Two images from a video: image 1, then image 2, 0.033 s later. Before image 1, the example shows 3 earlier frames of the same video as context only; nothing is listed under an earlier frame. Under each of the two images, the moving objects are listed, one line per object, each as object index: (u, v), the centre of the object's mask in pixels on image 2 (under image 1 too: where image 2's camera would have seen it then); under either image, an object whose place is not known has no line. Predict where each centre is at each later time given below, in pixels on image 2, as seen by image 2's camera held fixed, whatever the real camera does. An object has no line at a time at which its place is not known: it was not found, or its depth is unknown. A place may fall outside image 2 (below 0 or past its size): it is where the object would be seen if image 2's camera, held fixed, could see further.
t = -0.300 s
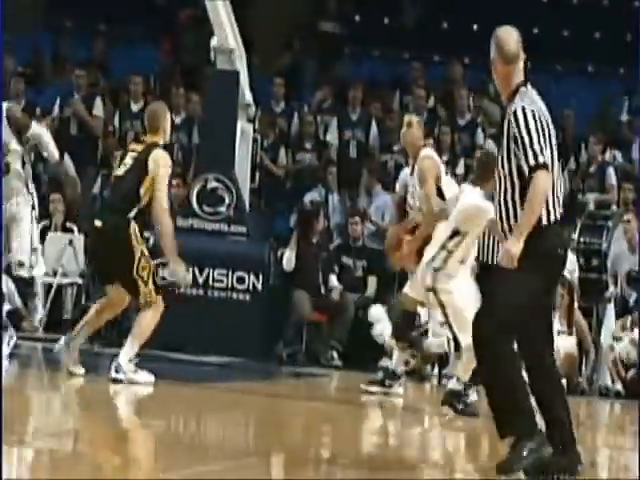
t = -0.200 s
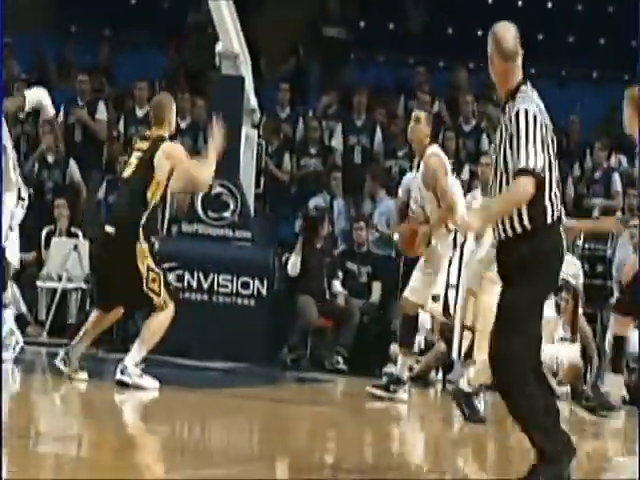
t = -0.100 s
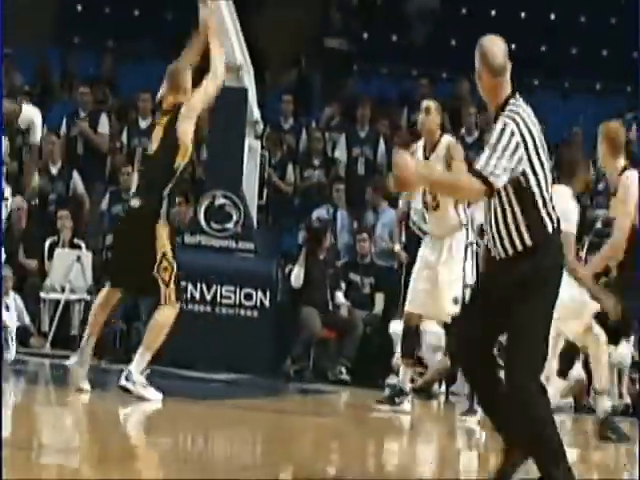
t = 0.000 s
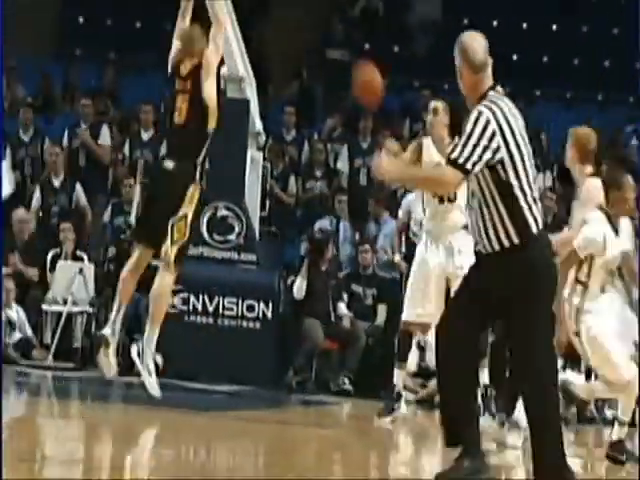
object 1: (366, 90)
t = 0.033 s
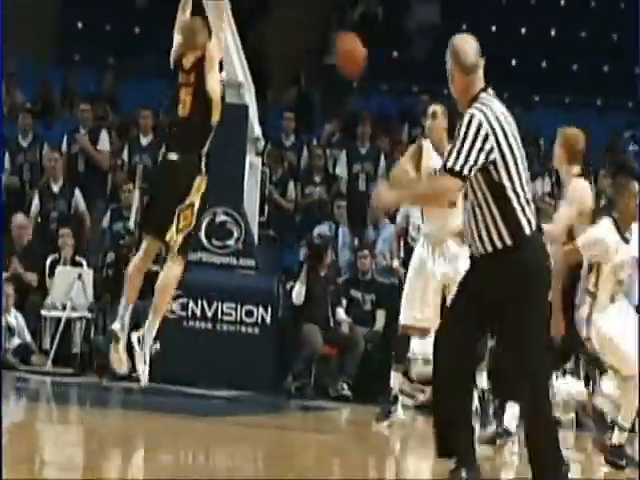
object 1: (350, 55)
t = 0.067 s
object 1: (333, 20)
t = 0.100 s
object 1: (315, -7)
